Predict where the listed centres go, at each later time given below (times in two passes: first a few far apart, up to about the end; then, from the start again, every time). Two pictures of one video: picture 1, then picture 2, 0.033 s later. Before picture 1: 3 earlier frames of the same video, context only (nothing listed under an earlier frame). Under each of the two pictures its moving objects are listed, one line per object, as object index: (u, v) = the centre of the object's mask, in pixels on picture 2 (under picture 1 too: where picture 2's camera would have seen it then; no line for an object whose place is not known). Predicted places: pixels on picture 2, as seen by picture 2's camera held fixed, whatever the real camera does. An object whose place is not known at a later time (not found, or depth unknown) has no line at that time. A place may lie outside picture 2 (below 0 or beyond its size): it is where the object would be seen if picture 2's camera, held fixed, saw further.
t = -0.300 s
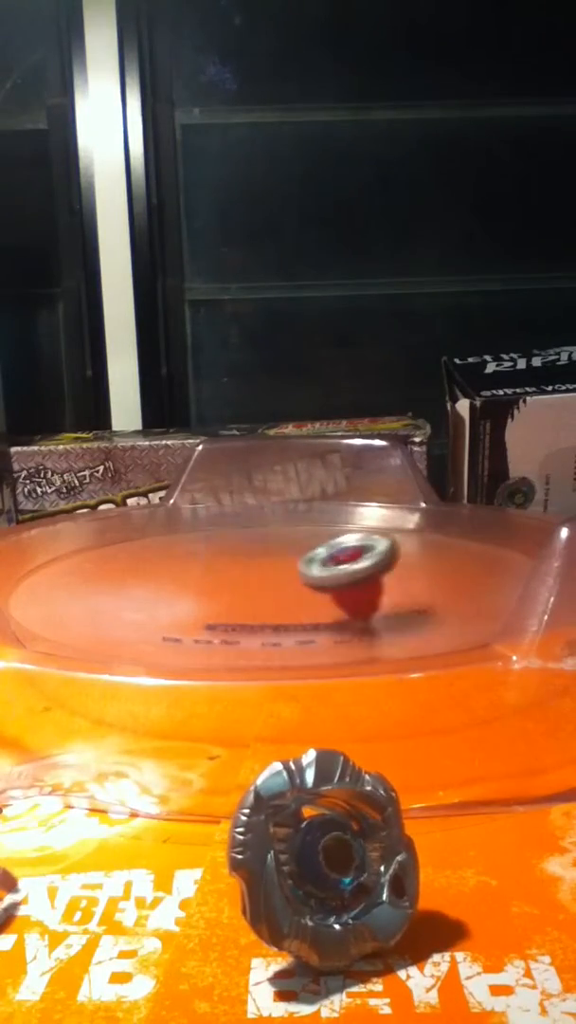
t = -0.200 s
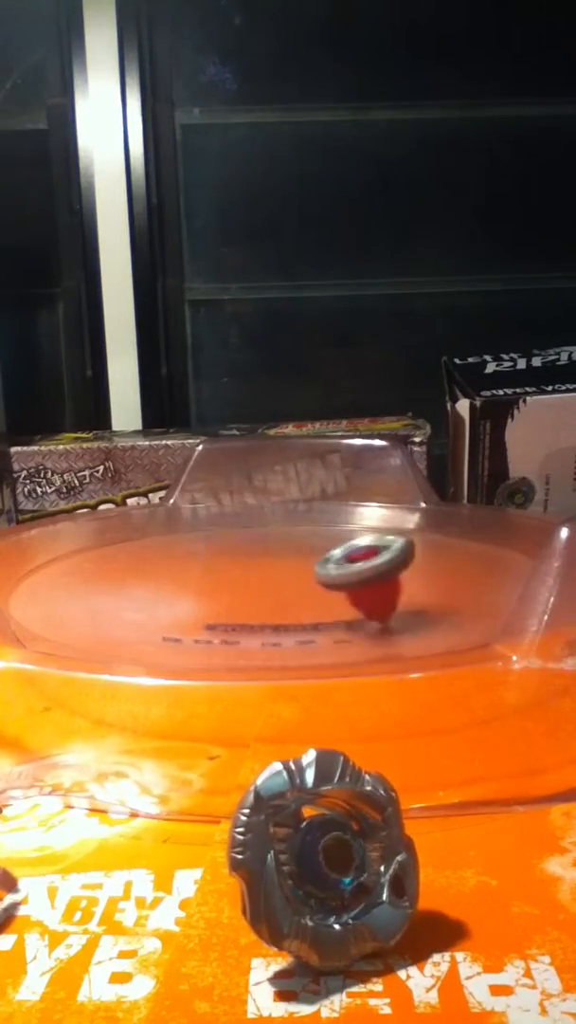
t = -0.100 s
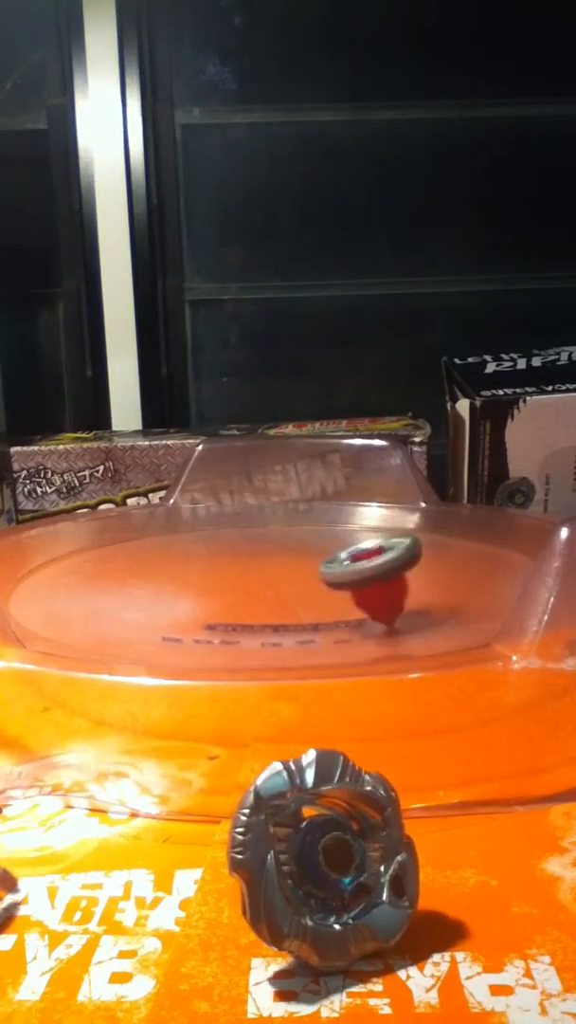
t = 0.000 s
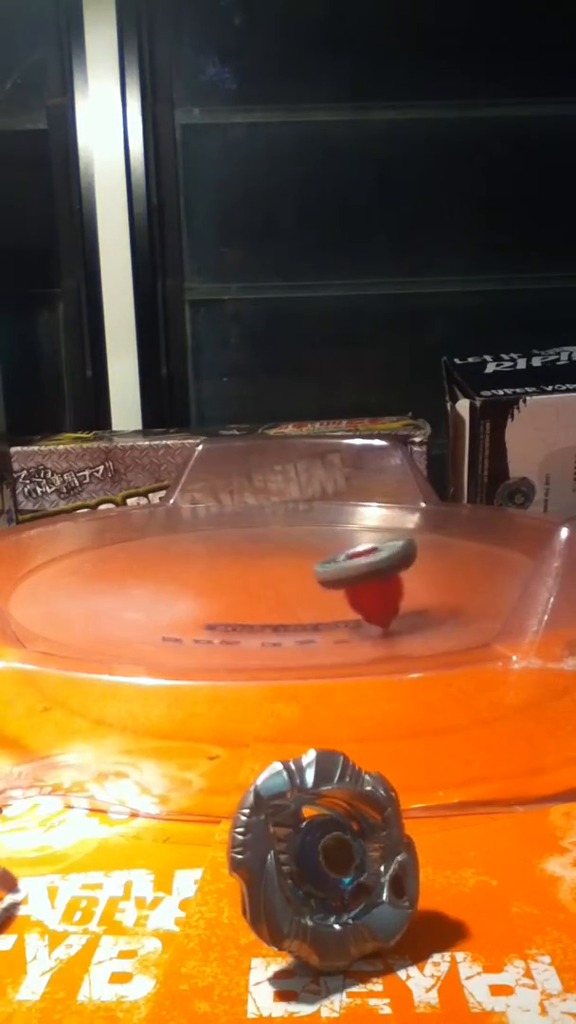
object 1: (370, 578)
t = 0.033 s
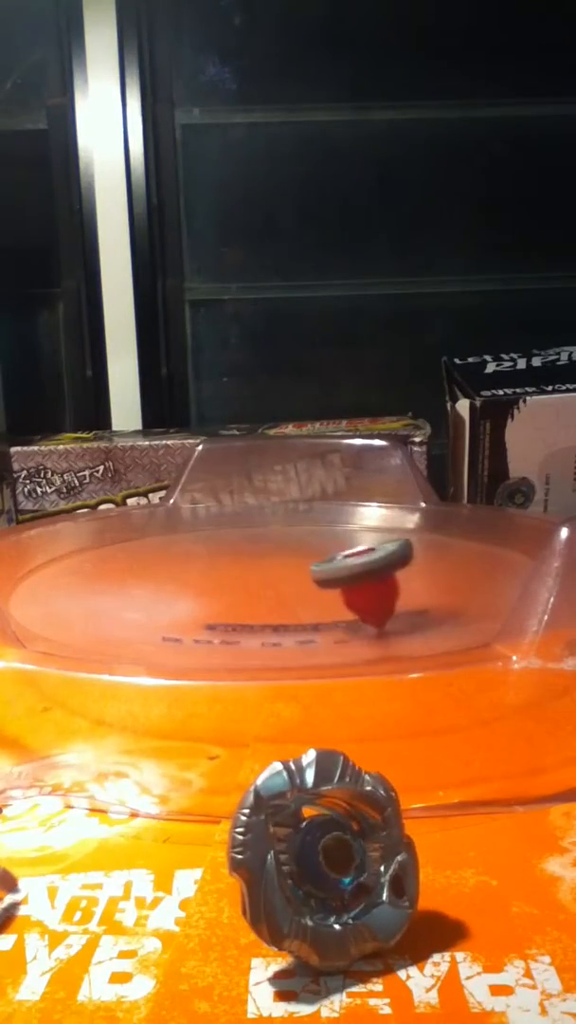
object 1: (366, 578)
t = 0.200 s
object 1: (334, 583)
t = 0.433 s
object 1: (264, 587)
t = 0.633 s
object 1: (225, 583)
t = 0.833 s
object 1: (214, 571)
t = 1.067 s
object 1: (232, 554)
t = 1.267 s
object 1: (265, 546)
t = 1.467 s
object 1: (305, 544)
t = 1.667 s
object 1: (339, 549)
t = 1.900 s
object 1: (361, 559)
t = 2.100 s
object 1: (355, 574)
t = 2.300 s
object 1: (323, 585)
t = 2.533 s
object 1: (269, 587)
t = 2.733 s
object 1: (235, 585)
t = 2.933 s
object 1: (224, 572)
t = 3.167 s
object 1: (241, 556)
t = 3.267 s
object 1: (257, 551)
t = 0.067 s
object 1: (362, 579)
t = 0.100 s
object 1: (357, 580)
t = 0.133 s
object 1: (350, 582)
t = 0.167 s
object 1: (343, 582)
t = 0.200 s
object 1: (334, 583)
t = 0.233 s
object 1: (325, 585)
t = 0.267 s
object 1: (314, 586)
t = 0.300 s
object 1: (304, 587)
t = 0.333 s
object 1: (293, 587)
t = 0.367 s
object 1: (283, 587)
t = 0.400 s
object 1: (273, 587)
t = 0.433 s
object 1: (264, 587)
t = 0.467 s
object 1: (256, 586)
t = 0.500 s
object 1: (248, 586)
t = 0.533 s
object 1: (241, 586)
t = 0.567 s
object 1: (235, 585)
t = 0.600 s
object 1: (229, 584)
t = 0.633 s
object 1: (225, 583)
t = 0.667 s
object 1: (221, 582)
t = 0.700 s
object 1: (218, 578)
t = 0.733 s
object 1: (216, 576)
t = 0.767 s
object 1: (214, 574)
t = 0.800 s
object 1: (214, 573)
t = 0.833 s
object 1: (214, 571)
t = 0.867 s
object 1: (215, 567)
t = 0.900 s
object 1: (216, 565)
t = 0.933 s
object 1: (218, 563)
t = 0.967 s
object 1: (221, 560)
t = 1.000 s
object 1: (224, 558)
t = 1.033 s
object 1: (227, 557)
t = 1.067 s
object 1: (232, 554)
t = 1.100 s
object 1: (236, 553)
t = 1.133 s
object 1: (241, 551)
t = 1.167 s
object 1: (246, 549)
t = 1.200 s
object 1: (252, 548)
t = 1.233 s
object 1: (258, 547)
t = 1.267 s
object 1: (265, 546)
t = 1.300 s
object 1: (271, 545)
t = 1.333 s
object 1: (278, 545)
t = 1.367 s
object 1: (284, 544)
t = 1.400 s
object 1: (291, 544)
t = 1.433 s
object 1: (298, 544)
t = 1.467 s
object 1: (305, 544)
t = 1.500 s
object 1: (311, 544)
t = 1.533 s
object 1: (317, 545)
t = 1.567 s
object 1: (323, 545)
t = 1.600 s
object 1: (329, 546)
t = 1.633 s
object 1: (334, 547)
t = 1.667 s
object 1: (339, 549)
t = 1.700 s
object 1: (343, 550)
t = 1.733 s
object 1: (347, 551)
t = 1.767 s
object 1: (351, 553)
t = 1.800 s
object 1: (355, 554)
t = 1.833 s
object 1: (358, 556)
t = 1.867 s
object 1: (360, 558)
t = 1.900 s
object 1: (361, 559)
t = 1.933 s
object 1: (362, 561)
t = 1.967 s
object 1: (362, 564)
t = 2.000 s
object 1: (361, 565)
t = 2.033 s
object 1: (360, 568)
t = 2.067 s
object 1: (358, 571)
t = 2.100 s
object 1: (355, 574)
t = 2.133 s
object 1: (351, 576)
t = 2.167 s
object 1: (346, 578)
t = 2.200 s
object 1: (342, 580)
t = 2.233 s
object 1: (336, 582)
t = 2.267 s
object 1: (330, 584)
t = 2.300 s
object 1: (323, 585)
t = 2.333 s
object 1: (316, 586)
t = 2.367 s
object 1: (308, 587)
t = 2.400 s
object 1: (300, 587)
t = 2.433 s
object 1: (292, 587)
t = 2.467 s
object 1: (284, 587)
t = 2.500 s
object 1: (277, 587)
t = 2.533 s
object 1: (269, 587)
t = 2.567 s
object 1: (262, 587)
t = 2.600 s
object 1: (256, 587)
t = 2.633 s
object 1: (250, 587)
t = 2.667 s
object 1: (244, 586)
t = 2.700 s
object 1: (239, 586)
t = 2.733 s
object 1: (235, 585)
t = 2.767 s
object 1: (231, 584)
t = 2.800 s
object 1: (228, 581)
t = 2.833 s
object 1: (226, 579)
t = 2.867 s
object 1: (225, 576)
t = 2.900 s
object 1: (224, 574)
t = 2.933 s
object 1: (224, 572)
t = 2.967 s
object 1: (224, 570)
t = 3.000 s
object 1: (226, 567)
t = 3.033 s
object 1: (227, 565)
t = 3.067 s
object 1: (230, 563)
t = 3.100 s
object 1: (233, 560)
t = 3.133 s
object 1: (237, 558)
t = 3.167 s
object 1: (241, 556)
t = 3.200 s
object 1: (246, 555)
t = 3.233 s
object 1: (251, 552)
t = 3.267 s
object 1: (257, 551)
